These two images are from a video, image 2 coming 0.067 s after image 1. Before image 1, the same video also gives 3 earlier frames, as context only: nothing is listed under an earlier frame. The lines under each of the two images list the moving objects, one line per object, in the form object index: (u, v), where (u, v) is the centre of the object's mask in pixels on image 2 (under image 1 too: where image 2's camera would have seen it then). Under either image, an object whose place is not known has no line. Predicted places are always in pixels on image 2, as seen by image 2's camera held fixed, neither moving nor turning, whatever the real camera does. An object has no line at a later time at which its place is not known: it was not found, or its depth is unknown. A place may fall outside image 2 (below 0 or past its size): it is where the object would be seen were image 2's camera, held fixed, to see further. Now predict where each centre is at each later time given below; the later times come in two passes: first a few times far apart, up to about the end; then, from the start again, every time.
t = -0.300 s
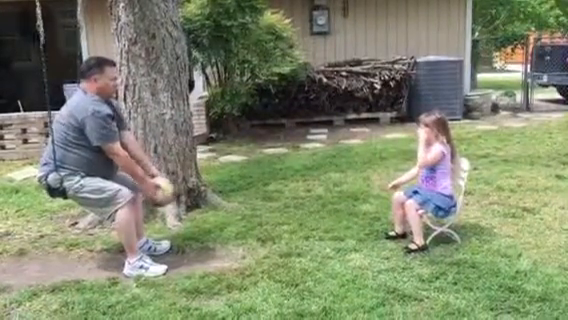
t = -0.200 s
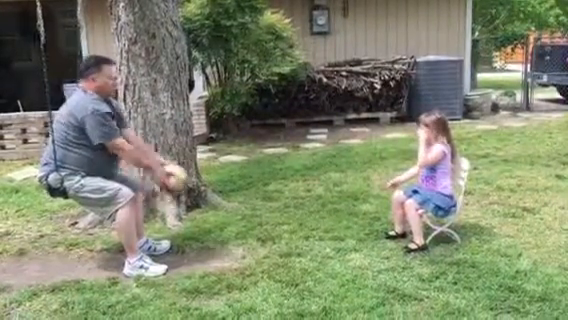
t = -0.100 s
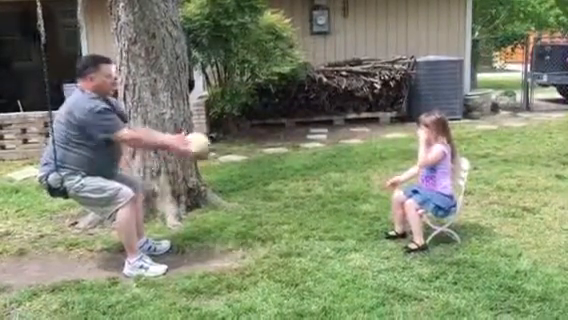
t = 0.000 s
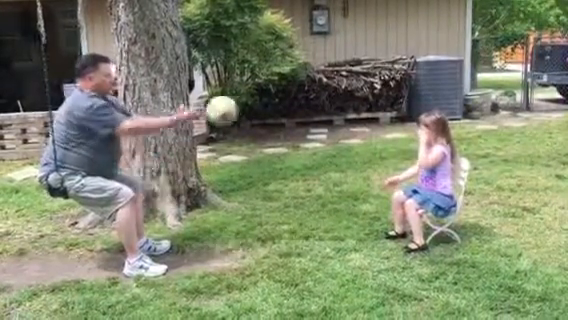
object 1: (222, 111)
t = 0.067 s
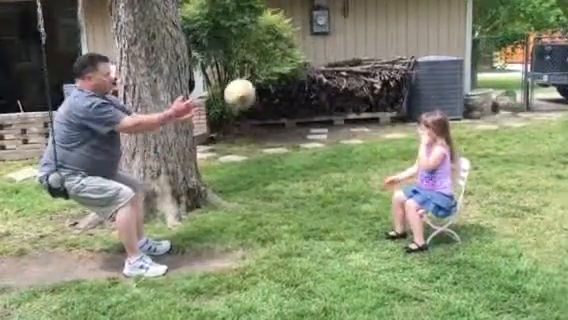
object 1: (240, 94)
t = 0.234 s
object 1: (286, 80)
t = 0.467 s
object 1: (351, 128)
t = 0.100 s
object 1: (249, 88)
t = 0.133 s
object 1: (258, 83)
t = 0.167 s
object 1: (267, 80)
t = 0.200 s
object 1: (276, 80)
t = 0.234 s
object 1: (286, 80)
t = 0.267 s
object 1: (295, 82)
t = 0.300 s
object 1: (305, 87)
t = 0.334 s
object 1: (314, 92)
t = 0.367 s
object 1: (324, 98)
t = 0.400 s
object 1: (333, 106)
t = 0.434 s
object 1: (342, 115)
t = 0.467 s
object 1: (351, 128)
